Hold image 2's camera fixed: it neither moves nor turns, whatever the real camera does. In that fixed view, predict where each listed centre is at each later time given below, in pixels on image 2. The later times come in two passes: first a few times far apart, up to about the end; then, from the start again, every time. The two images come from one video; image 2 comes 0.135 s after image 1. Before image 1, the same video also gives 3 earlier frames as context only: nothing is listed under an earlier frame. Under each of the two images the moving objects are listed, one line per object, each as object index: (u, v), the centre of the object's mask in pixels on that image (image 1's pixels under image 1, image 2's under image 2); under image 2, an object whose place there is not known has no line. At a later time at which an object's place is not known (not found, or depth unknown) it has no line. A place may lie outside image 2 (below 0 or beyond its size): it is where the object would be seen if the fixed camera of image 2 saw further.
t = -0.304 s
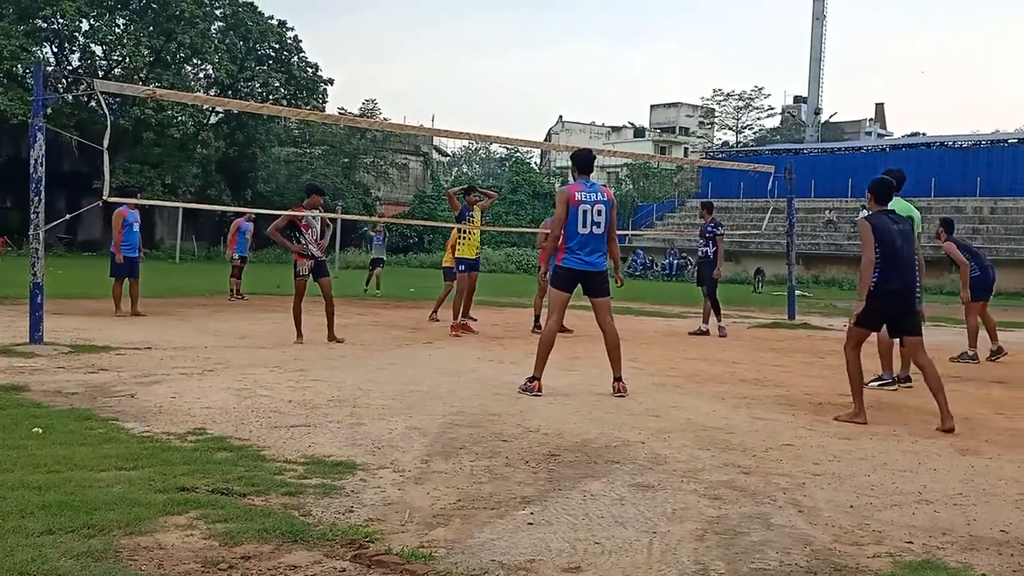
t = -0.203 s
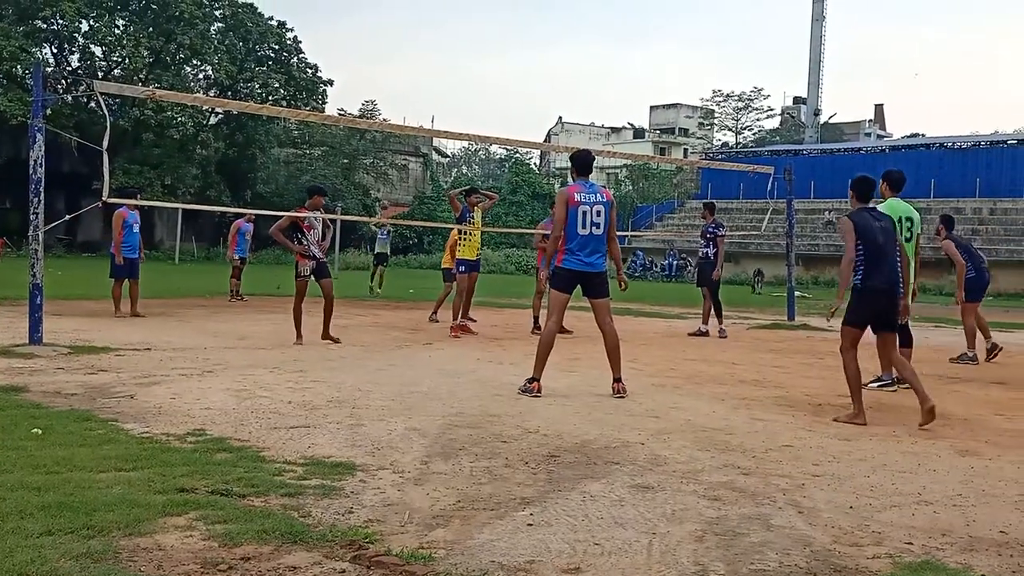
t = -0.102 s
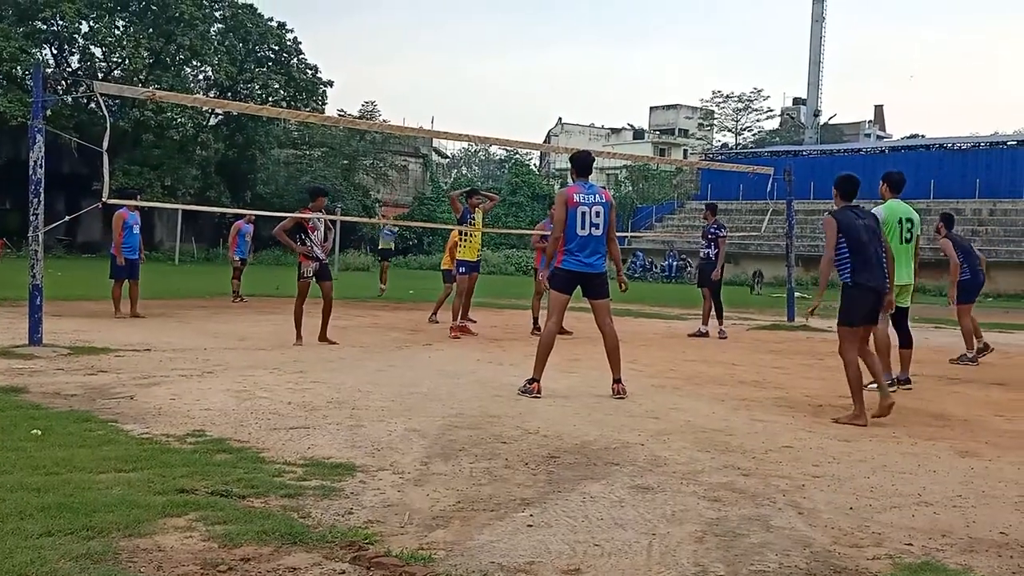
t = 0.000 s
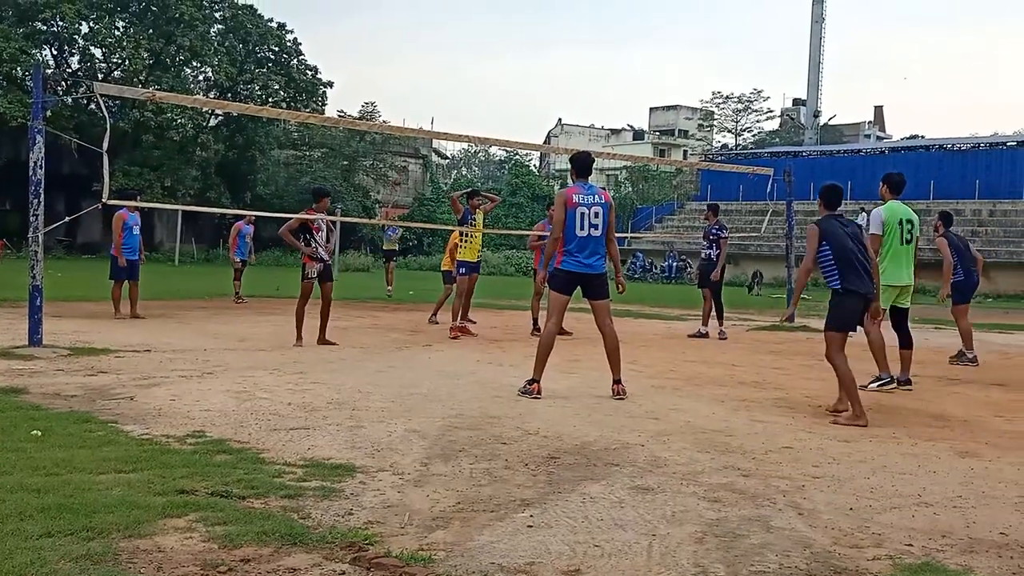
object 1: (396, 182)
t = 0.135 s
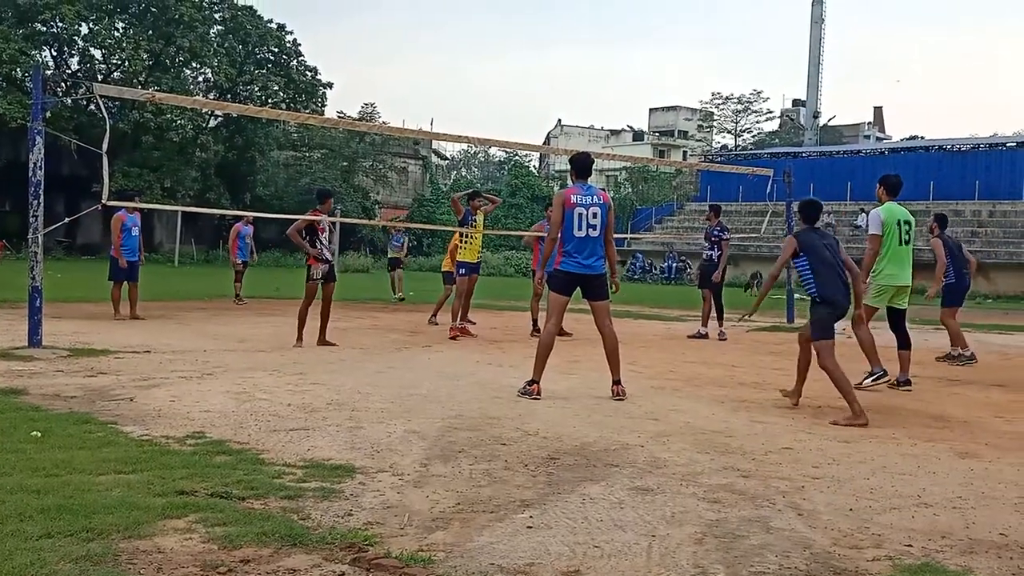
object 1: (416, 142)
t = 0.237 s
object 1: (432, 111)
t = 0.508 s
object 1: (472, 53)
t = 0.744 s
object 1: (511, 31)
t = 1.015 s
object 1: (559, 50)
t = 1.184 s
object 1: (594, 94)
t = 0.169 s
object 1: (421, 127)
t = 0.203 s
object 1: (427, 121)
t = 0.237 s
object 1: (432, 111)
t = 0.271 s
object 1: (437, 102)
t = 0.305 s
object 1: (442, 94)
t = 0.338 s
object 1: (447, 86)
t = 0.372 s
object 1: (452, 78)
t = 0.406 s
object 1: (457, 71)
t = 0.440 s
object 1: (462, 64)
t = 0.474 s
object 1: (467, 58)
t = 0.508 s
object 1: (472, 53)
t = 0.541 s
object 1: (478, 48)
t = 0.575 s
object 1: (483, 44)
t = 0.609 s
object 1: (489, 40)
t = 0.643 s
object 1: (494, 37)
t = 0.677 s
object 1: (500, 35)
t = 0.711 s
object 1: (505, 33)
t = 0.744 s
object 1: (511, 31)
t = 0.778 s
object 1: (517, 31)
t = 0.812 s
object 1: (522, 31)
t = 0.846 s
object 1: (528, 32)
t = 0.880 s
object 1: (534, 33)
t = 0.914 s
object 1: (540, 36)
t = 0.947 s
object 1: (546, 40)
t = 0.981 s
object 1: (553, 44)
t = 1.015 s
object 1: (559, 50)
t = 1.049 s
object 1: (566, 56)
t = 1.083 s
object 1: (573, 64)
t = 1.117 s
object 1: (580, 73)
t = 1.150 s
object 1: (587, 83)
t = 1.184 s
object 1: (594, 94)
